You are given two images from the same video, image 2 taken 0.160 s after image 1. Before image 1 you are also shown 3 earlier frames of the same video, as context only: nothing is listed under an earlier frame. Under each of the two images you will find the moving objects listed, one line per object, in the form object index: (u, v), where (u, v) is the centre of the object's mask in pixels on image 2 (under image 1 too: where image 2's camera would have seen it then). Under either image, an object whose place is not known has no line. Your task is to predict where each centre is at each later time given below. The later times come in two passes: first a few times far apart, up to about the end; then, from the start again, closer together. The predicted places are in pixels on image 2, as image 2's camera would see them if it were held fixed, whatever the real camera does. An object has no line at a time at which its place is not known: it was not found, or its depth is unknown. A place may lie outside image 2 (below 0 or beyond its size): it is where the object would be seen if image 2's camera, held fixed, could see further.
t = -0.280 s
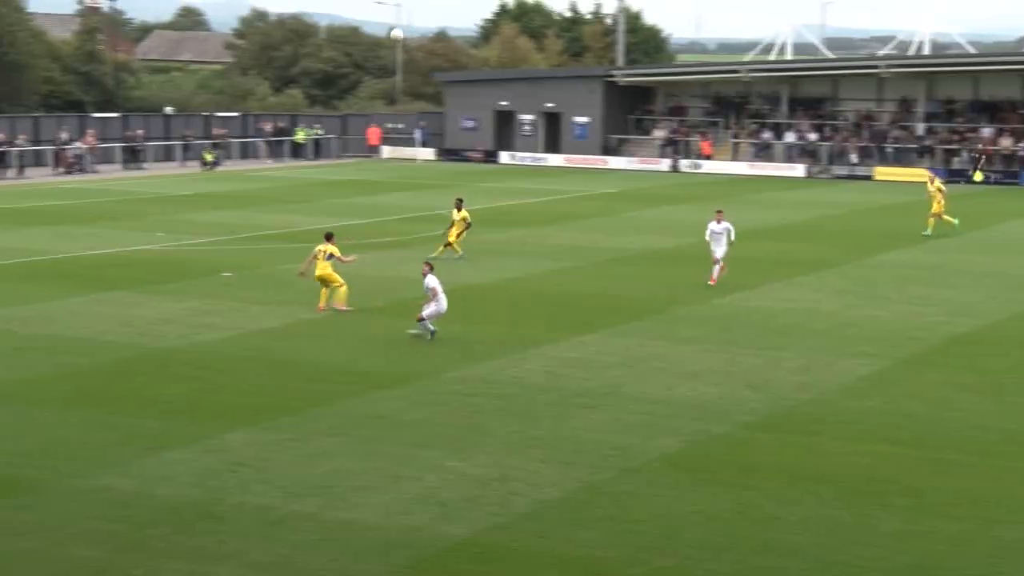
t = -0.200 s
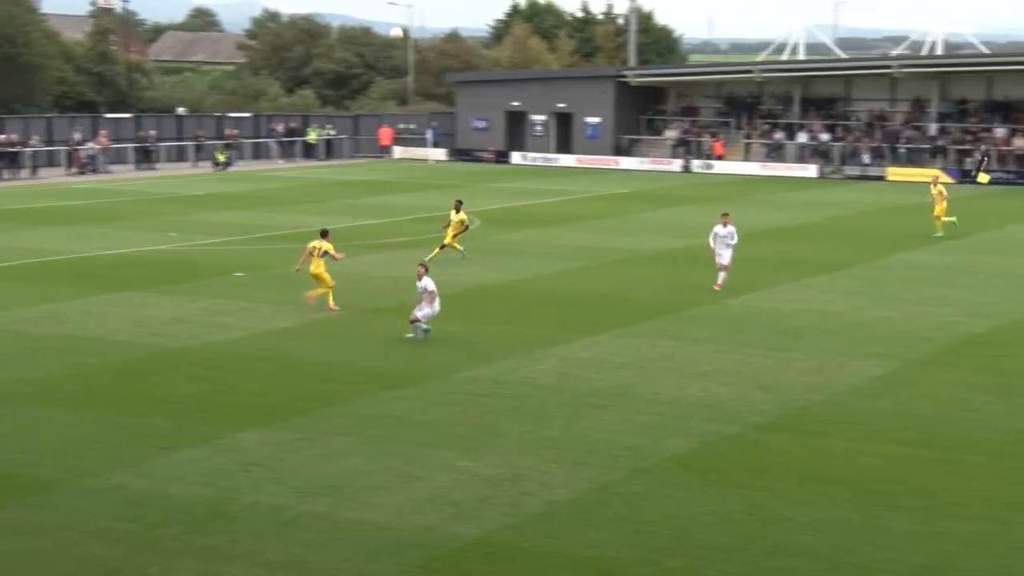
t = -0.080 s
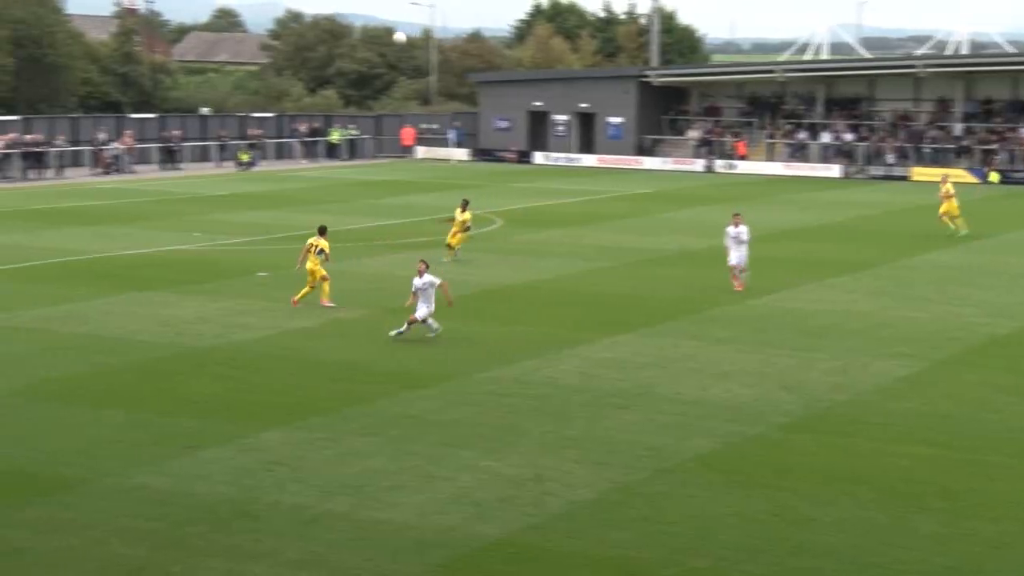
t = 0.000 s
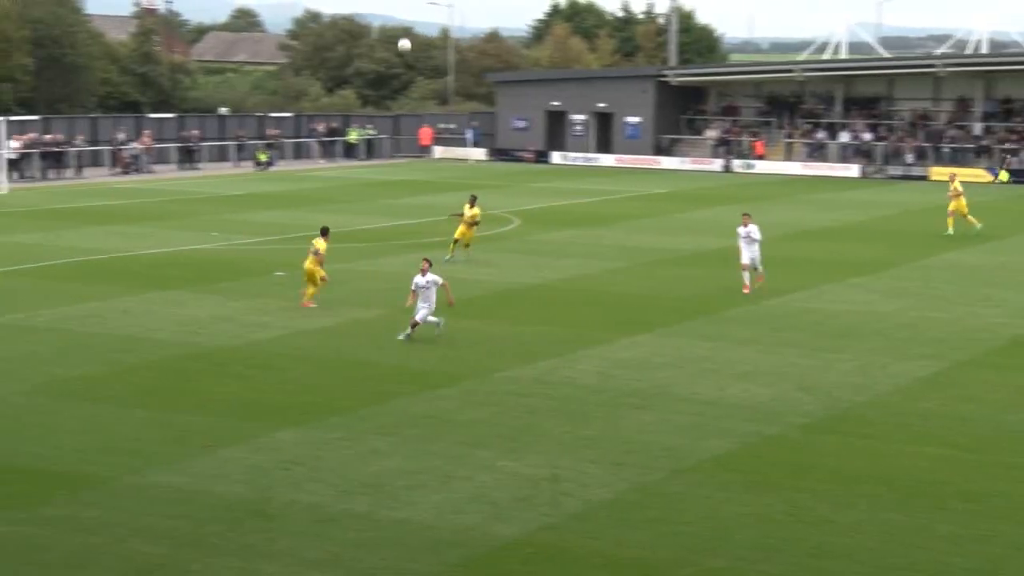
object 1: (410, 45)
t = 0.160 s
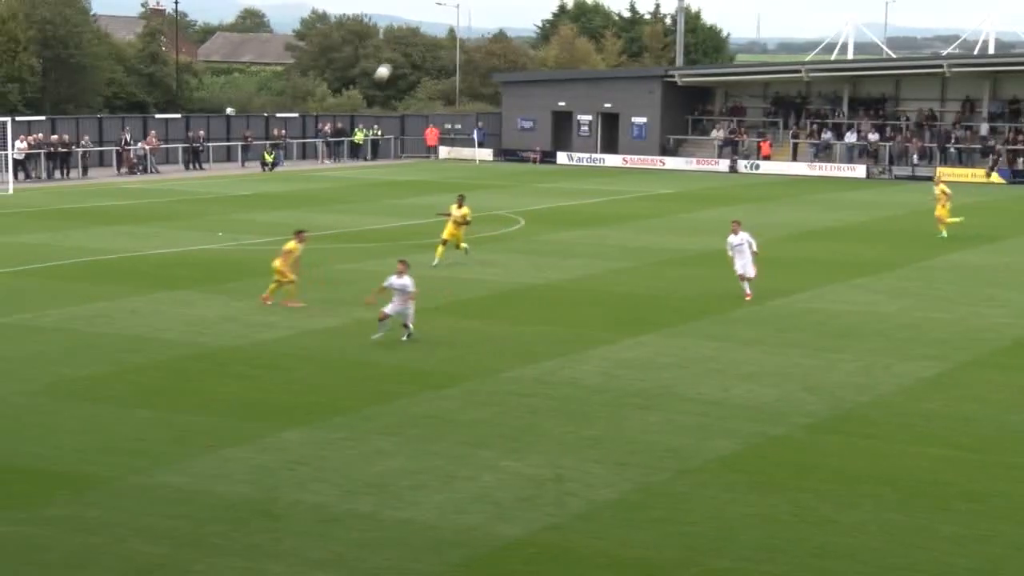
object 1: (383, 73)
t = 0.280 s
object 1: (360, 102)
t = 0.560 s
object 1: (304, 208)
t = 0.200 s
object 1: (375, 81)
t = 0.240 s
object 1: (368, 92)
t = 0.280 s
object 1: (360, 102)
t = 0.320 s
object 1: (353, 115)
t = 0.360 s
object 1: (345, 127)
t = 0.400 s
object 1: (337, 143)
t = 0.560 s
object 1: (304, 208)
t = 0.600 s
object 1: (295, 228)
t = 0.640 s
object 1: (286, 247)
